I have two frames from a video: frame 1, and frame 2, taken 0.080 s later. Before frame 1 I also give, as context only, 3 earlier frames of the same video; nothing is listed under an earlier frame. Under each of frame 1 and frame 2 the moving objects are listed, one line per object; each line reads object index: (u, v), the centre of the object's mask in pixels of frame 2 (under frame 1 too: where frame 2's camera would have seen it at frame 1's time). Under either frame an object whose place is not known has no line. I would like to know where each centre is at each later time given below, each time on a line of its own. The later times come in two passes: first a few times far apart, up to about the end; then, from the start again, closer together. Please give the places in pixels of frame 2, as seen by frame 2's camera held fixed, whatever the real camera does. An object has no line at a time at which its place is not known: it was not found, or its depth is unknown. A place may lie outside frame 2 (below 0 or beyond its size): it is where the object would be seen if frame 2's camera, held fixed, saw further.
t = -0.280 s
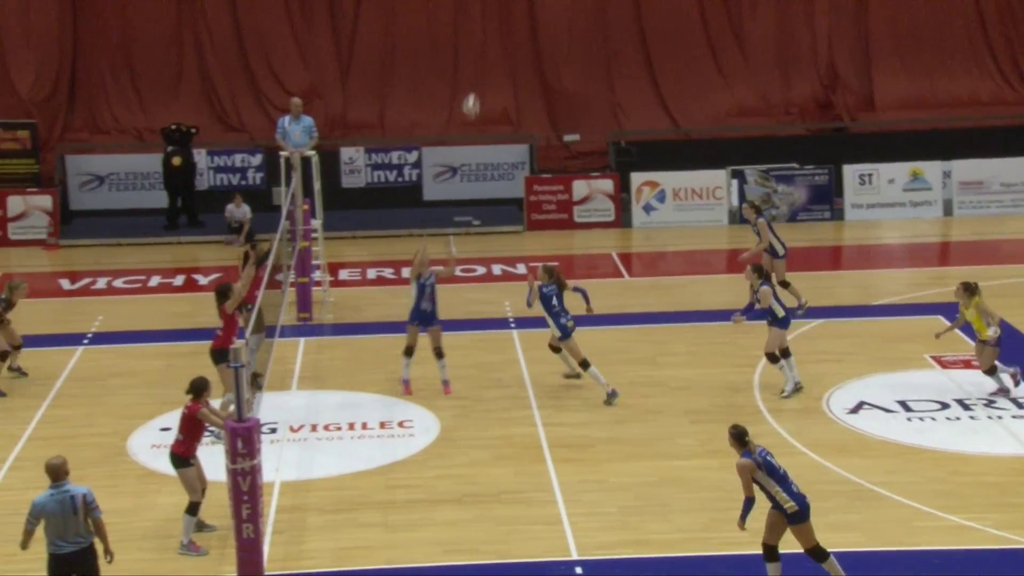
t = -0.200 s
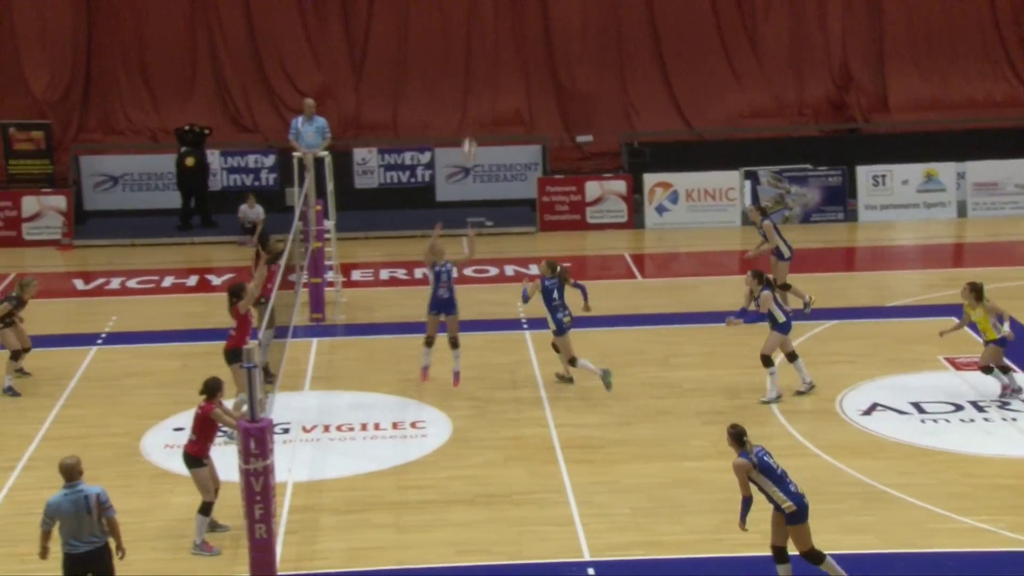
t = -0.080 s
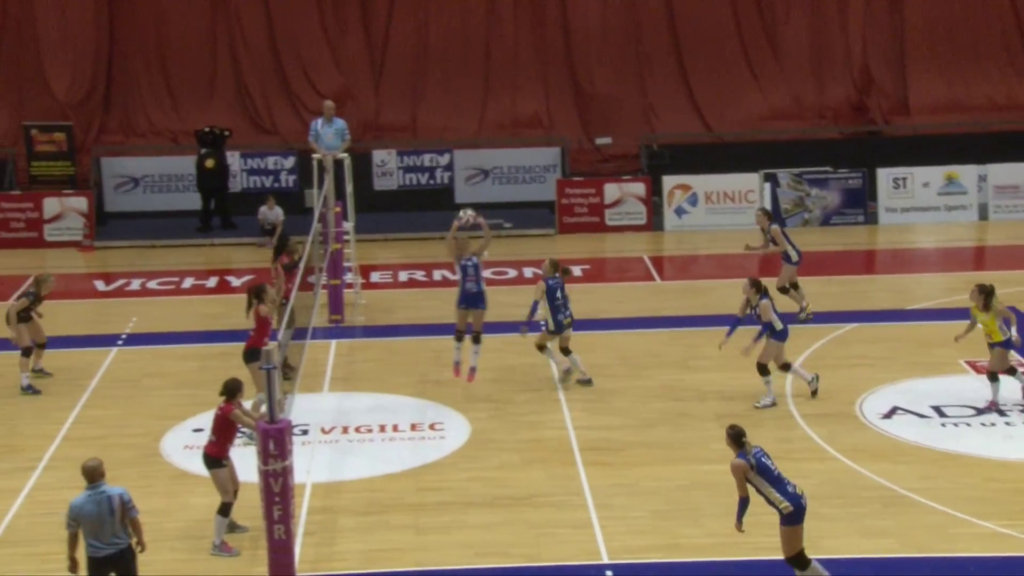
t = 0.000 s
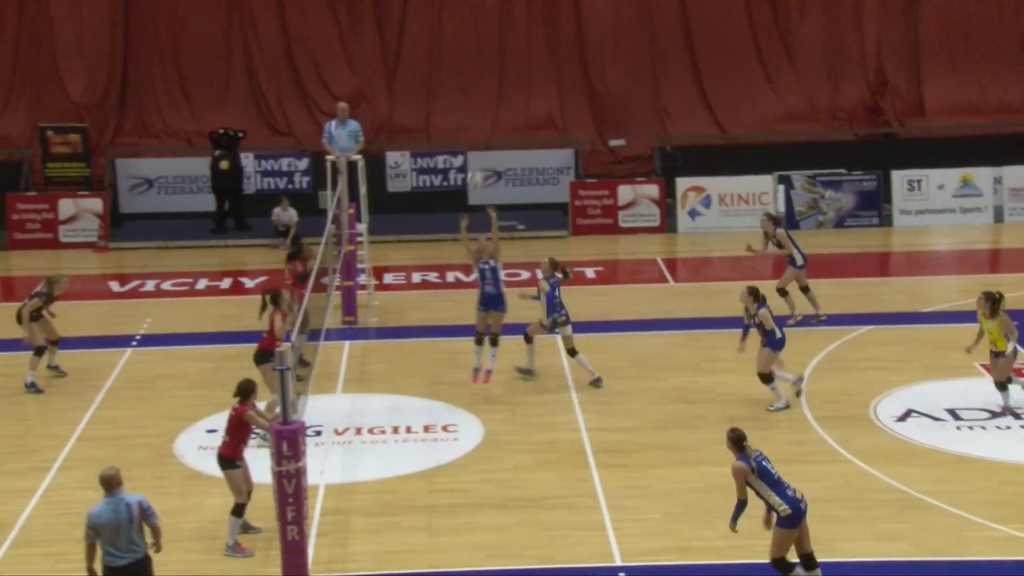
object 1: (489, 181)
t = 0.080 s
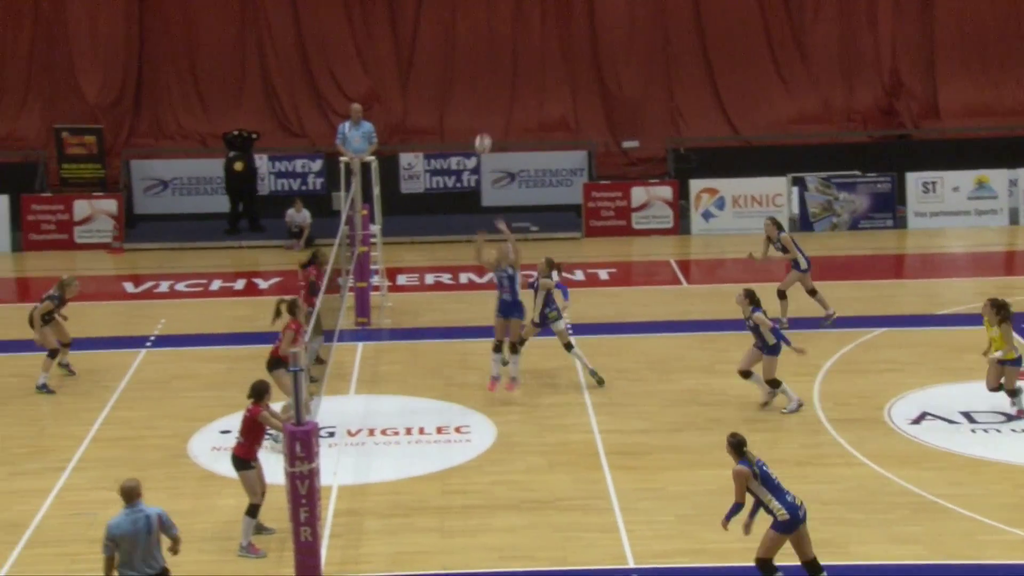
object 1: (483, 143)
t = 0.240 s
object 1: (474, 82)
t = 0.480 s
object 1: (461, 27)
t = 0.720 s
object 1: (450, 23)
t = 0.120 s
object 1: (480, 127)
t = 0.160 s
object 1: (478, 111)
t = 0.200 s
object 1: (476, 96)
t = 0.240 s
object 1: (474, 82)
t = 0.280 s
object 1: (472, 70)
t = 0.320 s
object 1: (469, 58)
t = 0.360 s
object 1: (467, 48)
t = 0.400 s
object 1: (465, 40)
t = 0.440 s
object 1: (463, 33)
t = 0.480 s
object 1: (461, 27)
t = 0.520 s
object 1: (459, 22)
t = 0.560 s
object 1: (457, 20)
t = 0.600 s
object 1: (455, 19)
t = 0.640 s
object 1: (453, 19)
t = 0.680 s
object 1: (452, 20)
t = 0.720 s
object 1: (450, 23)
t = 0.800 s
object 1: (446, 33)
